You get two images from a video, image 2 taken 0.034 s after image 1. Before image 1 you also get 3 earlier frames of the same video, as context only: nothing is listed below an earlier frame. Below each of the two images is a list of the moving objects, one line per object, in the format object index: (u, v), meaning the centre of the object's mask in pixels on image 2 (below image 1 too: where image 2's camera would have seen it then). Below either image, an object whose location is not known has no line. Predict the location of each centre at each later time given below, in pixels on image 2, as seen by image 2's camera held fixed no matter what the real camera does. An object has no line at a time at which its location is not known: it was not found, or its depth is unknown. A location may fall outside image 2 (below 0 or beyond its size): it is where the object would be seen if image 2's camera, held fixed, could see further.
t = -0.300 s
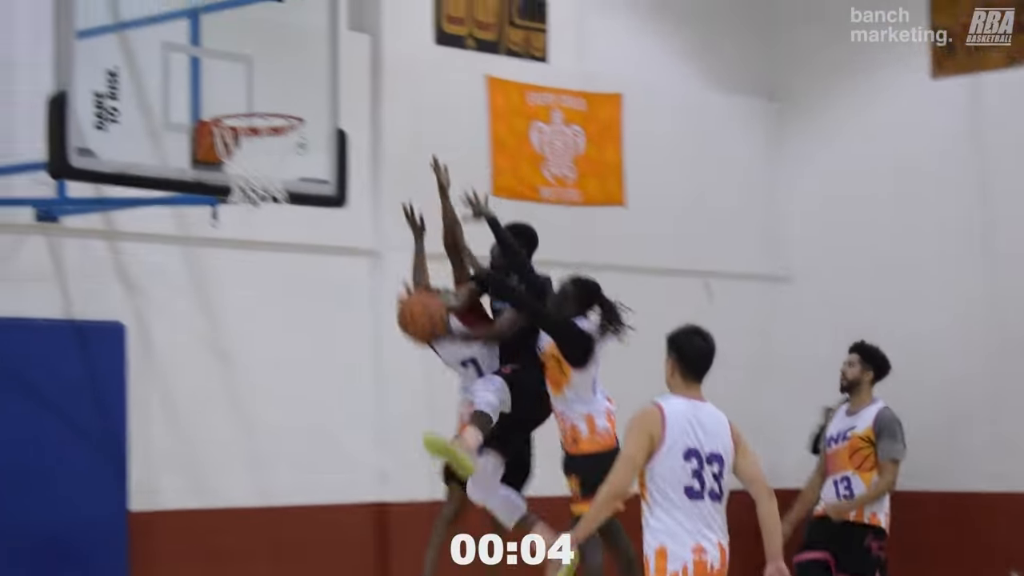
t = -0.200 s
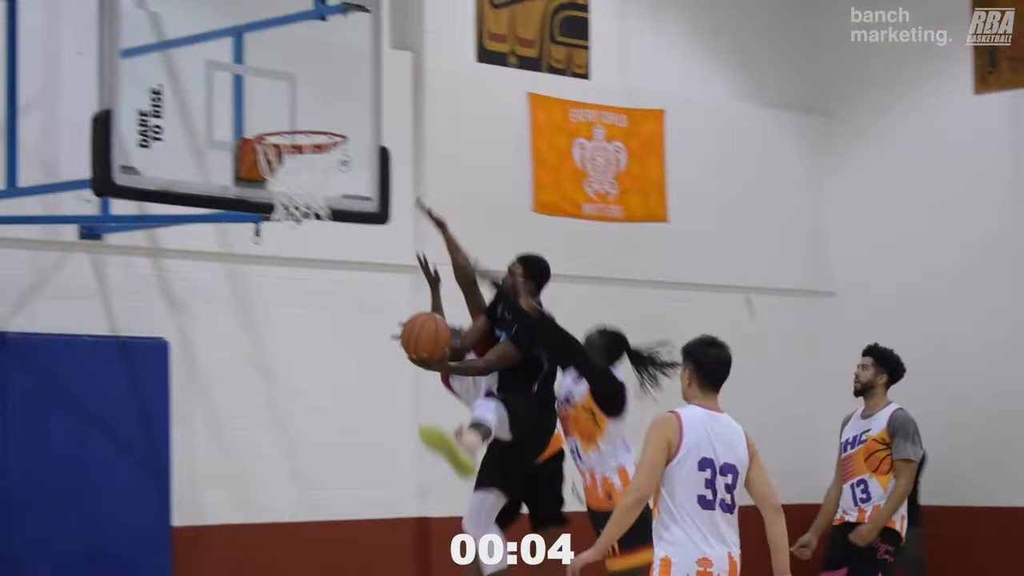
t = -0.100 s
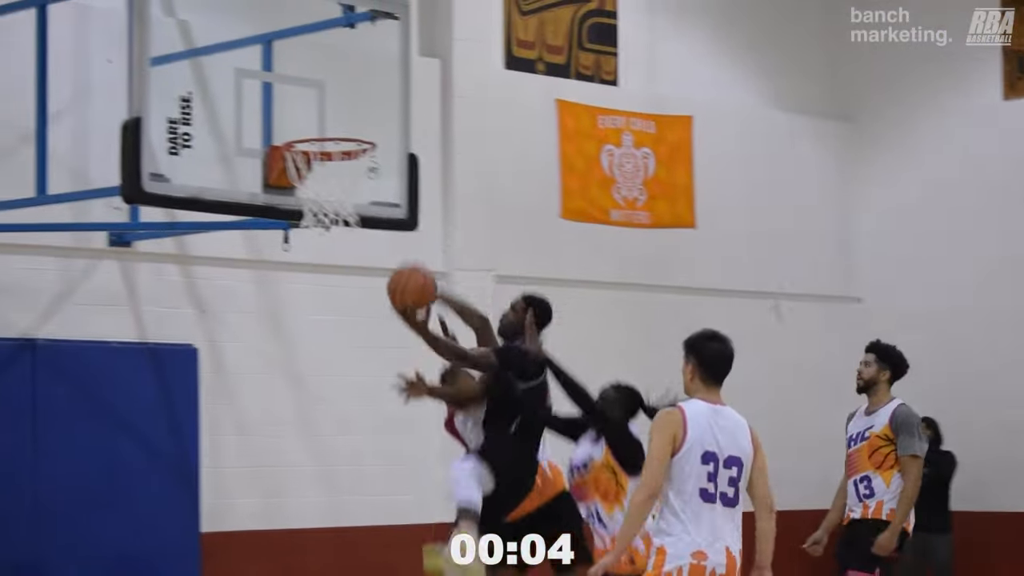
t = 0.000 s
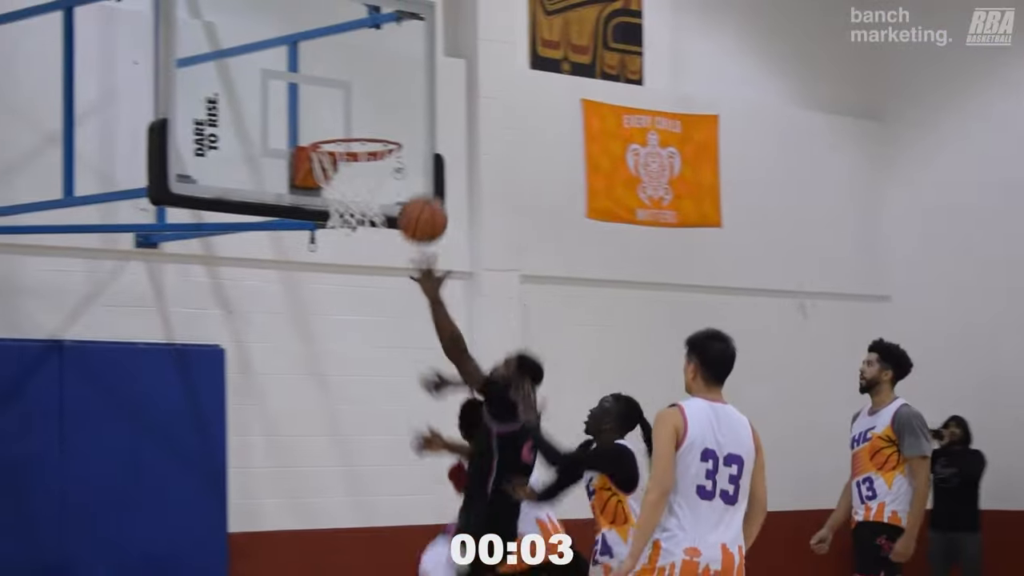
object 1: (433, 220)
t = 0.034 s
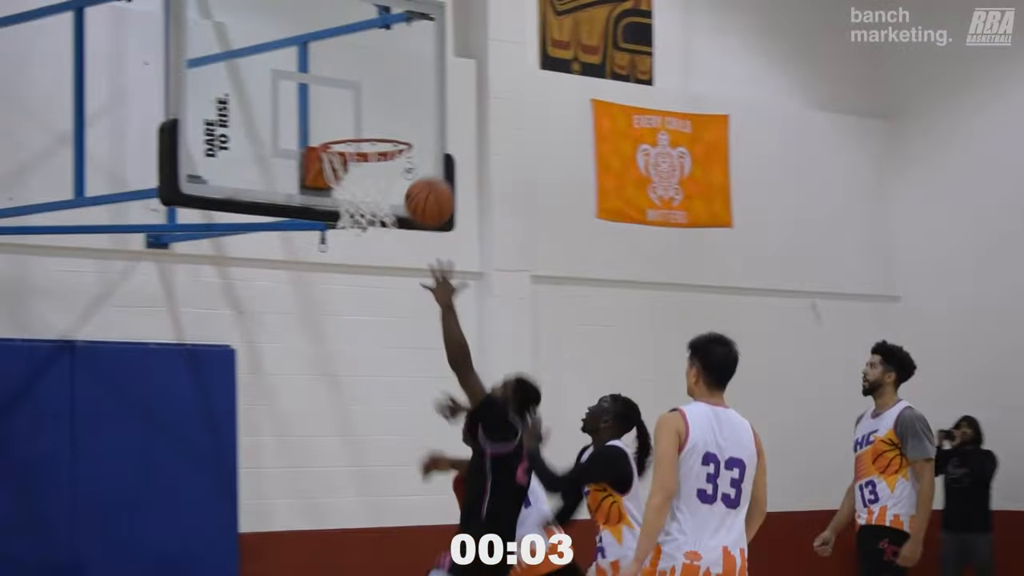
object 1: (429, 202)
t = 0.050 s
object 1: (428, 193)
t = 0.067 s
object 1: (426, 185)
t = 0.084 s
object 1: (424, 177)
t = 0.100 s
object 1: (422, 170)
